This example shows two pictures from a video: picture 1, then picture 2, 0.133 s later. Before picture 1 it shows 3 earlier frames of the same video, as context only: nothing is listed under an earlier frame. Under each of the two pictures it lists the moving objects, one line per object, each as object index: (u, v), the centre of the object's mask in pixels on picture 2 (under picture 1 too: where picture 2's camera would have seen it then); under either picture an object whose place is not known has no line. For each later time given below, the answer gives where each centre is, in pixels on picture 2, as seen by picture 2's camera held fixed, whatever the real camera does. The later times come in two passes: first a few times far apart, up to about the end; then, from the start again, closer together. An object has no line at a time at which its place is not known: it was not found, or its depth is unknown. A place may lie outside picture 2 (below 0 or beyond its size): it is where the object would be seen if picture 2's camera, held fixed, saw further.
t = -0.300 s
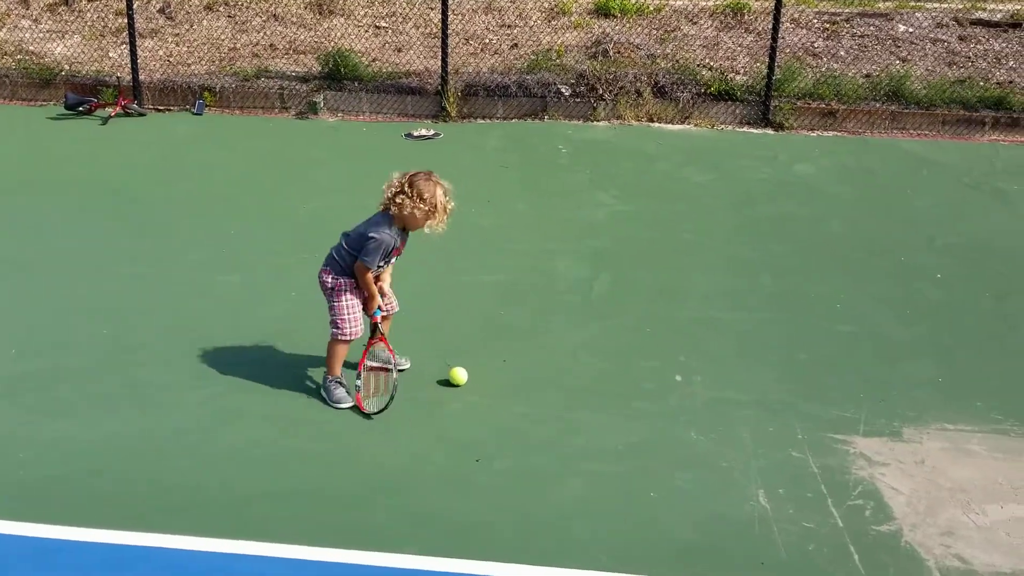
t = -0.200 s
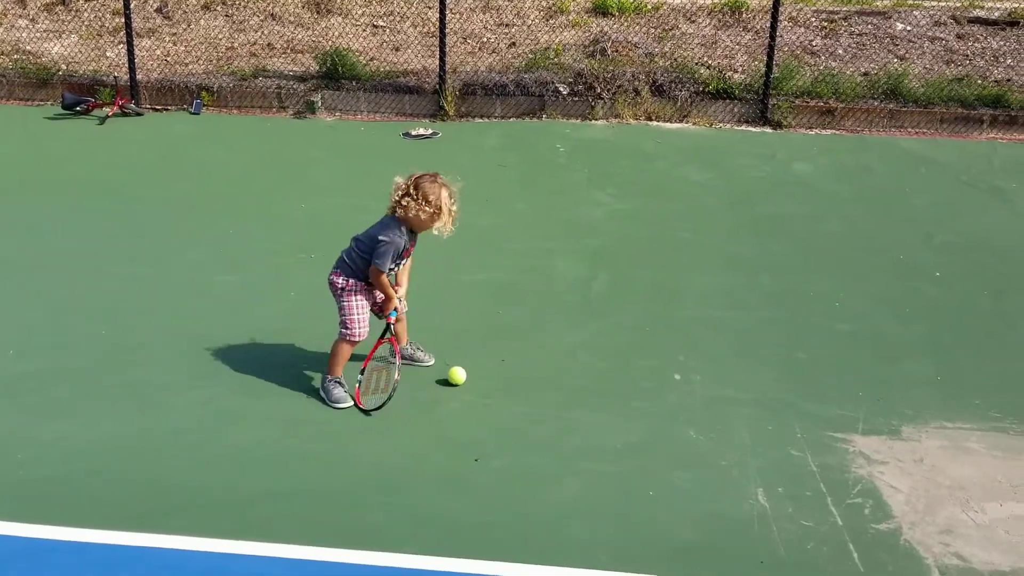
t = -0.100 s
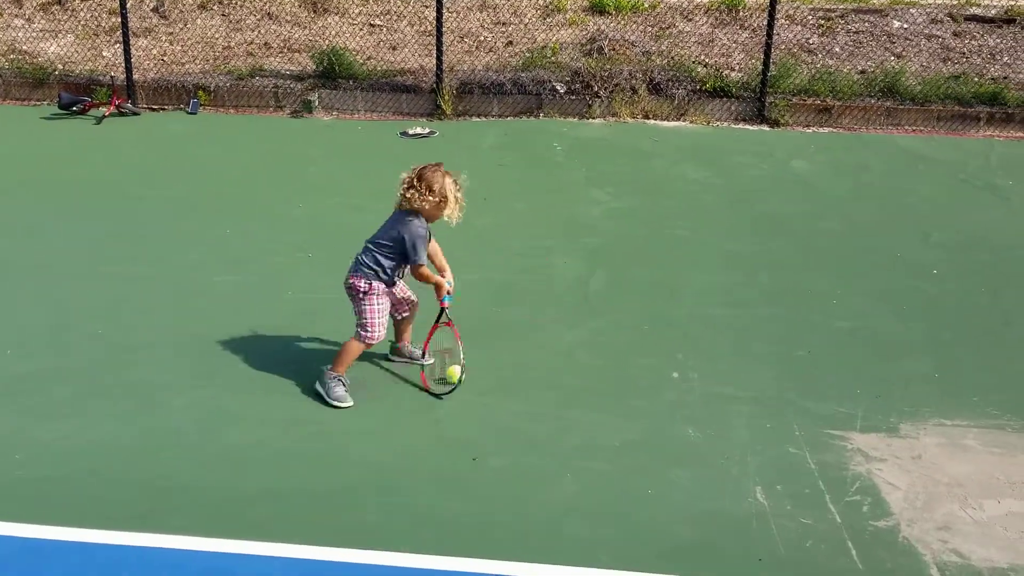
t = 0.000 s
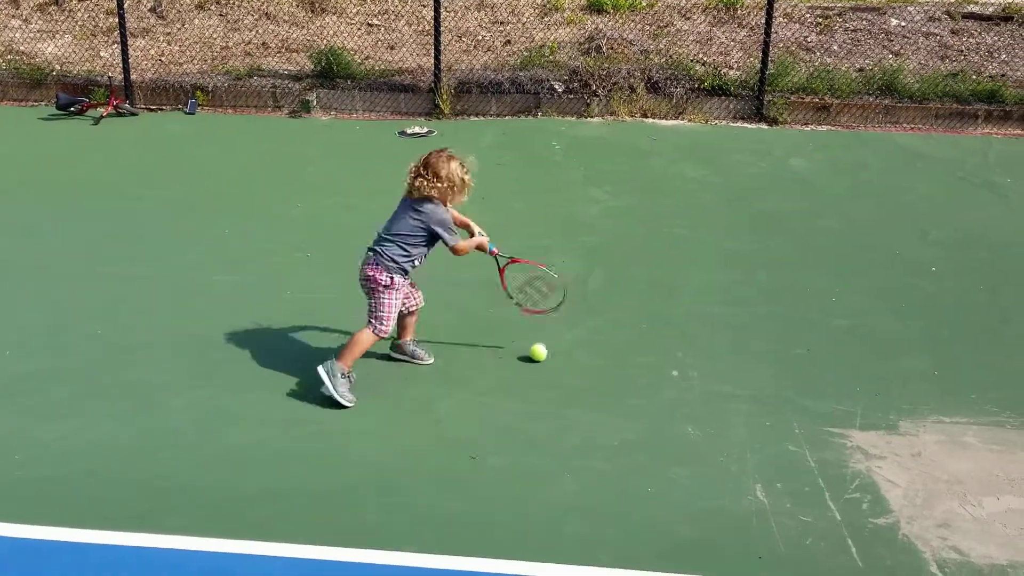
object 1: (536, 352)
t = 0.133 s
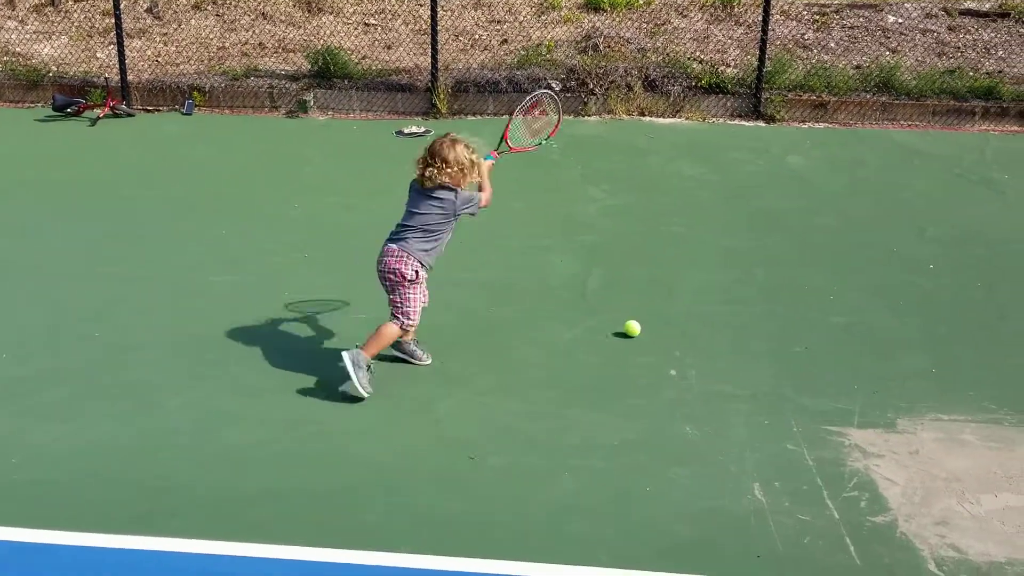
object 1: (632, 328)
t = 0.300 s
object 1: (728, 304)
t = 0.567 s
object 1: (857, 275)
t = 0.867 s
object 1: (976, 246)
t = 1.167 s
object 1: (1070, 224)
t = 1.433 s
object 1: (1139, 209)
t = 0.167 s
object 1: (652, 322)
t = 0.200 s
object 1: (673, 317)
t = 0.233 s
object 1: (691, 312)
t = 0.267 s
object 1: (710, 307)
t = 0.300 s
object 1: (728, 304)
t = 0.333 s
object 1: (746, 300)
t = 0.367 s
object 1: (763, 296)
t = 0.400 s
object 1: (781, 292)
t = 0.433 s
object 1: (797, 288)
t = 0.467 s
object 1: (813, 285)
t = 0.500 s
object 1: (829, 281)
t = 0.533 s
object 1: (843, 278)
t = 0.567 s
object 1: (857, 275)
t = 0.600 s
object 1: (873, 271)
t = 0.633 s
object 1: (887, 268)
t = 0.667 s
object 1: (900, 265)
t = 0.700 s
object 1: (914, 261)
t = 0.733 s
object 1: (927, 258)
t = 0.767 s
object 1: (940, 255)
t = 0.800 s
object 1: (952, 252)
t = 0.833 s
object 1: (964, 249)
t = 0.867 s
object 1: (976, 246)
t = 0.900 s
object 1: (987, 243)
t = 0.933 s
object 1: (998, 241)
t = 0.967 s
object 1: (1010, 238)
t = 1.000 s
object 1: (1020, 236)
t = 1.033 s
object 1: (1030, 233)
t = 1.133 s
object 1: (1060, 227)
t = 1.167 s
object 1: (1070, 224)
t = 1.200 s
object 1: (1079, 222)
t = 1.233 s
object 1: (1088, 220)
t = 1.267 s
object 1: (1097, 217)
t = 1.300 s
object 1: (1106, 216)
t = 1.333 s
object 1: (1115, 214)
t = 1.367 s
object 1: (1122, 212)
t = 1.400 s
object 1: (1130, 211)
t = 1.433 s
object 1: (1139, 209)
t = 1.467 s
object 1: (1147, 207)
